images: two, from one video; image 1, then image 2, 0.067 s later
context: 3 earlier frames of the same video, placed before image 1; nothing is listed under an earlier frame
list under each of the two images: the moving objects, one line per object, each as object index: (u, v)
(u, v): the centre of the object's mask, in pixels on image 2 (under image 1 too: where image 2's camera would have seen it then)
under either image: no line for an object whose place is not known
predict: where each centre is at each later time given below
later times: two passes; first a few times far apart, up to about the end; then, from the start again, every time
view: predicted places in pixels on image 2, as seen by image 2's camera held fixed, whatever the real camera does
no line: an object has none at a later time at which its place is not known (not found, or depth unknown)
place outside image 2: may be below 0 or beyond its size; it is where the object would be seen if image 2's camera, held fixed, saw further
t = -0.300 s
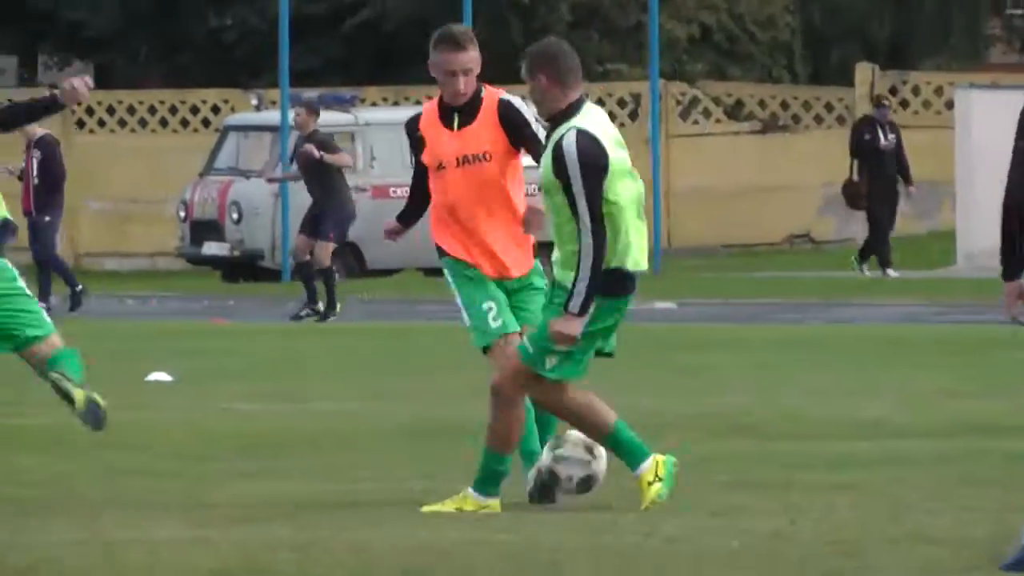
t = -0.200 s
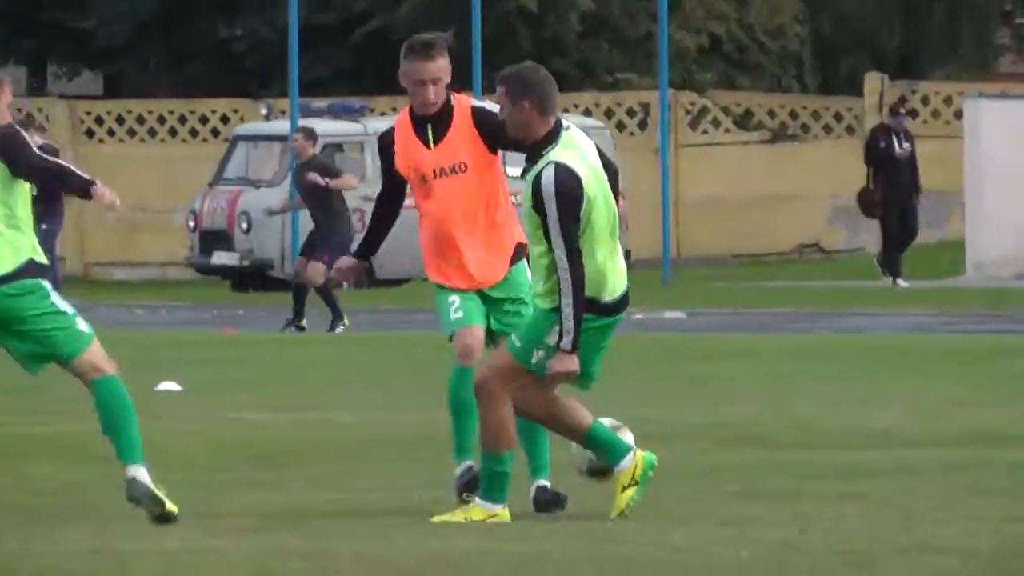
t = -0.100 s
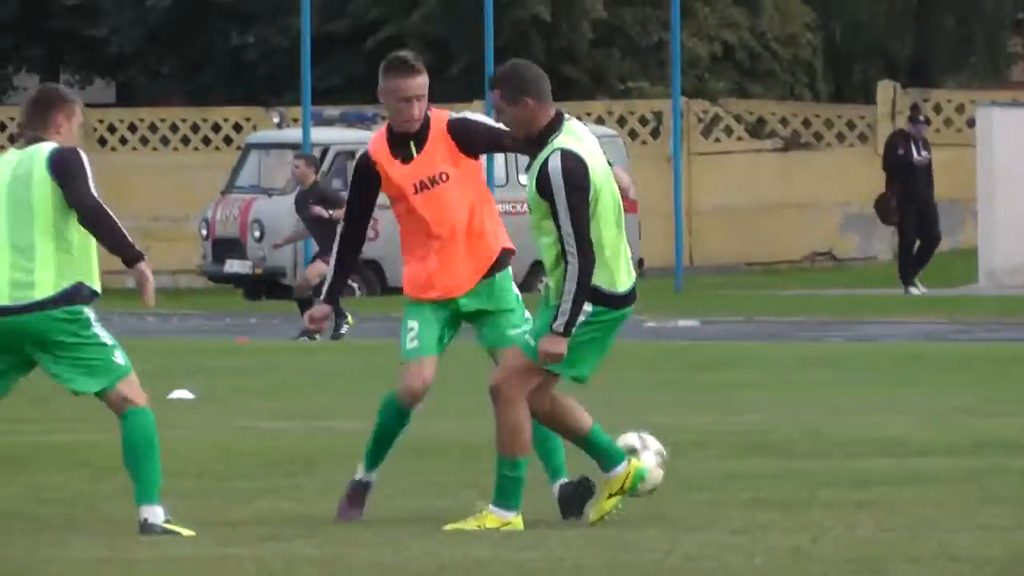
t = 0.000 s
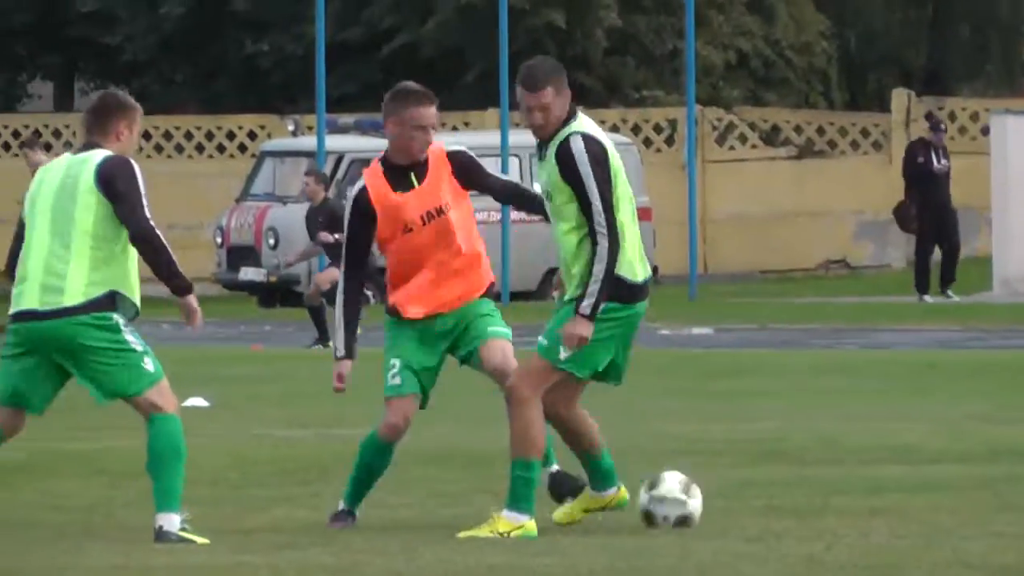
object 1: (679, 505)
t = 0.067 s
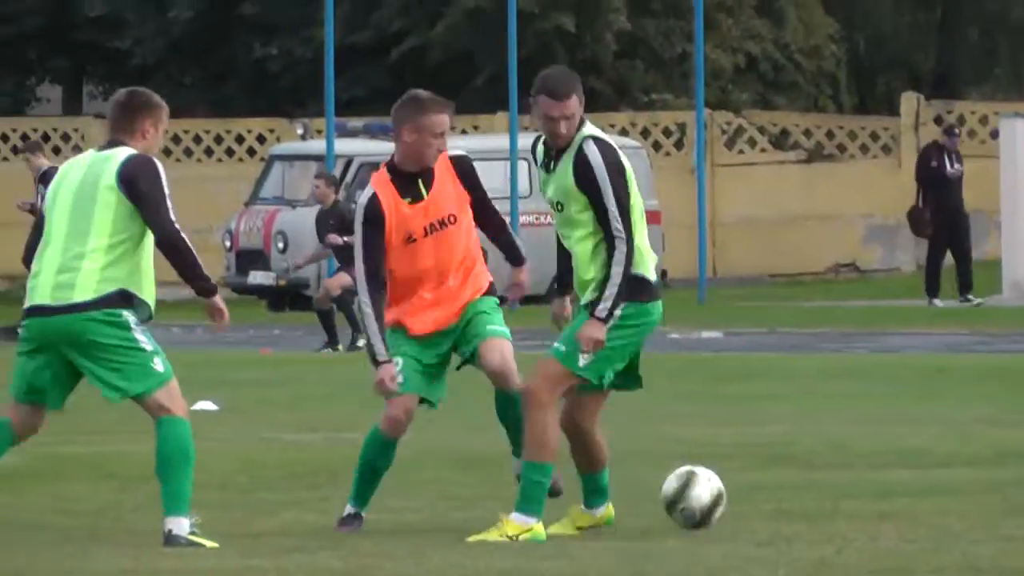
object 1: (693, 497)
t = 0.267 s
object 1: (740, 494)
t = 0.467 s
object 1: (781, 492)
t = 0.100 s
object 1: (703, 494)
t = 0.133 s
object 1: (713, 497)
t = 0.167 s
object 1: (718, 498)
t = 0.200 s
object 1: (726, 499)
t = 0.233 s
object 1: (736, 494)
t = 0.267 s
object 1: (740, 494)
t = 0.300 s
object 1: (749, 494)
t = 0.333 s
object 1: (758, 496)
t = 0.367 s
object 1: (762, 494)
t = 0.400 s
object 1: (769, 492)
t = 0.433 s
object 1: (777, 493)
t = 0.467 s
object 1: (781, 492)
